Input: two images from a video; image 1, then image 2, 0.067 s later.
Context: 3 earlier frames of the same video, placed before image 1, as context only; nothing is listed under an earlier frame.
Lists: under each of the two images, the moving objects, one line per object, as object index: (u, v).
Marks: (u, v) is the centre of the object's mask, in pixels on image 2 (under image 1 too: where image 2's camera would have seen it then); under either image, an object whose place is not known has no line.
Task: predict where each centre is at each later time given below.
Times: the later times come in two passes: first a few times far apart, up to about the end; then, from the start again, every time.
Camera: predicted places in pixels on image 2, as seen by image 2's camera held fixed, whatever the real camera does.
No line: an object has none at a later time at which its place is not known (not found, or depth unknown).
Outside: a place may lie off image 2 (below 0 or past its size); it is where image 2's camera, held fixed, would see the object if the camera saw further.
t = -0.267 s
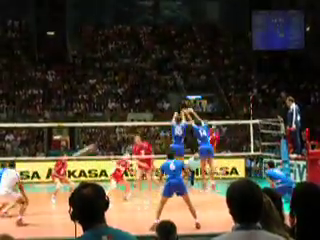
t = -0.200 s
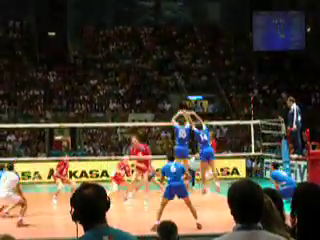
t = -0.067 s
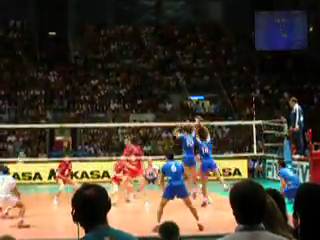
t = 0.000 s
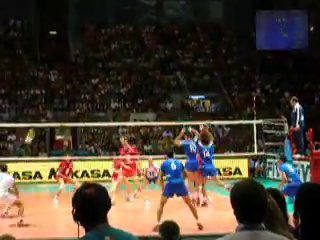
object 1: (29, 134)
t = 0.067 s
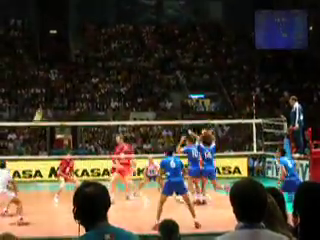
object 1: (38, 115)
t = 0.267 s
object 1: (61, 66)
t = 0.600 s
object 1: (92, 22)
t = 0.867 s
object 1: (116, 15)
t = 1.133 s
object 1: (139, 30)
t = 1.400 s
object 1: (161, 67)
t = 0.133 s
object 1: (44, 97)
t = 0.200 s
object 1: (53, 81)
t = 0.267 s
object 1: (61, 66)
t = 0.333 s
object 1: (67, 55)
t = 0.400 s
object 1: (73, 43)
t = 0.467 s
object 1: (79, 35)
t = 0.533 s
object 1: (86, 28)
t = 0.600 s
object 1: (92, 22)
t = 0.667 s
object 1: (98, 17)
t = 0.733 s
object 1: (105, 15)
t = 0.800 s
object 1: (110, 14)
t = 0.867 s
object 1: (116, 15)
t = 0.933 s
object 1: (122, 17)
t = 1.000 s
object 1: (129, 20)
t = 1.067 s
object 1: (134, 25)
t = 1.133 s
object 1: (139, 30)
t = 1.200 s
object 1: (144, 37)
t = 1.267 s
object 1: (150, 46)
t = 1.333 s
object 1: (155, 55)
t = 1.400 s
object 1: (161, 67)
